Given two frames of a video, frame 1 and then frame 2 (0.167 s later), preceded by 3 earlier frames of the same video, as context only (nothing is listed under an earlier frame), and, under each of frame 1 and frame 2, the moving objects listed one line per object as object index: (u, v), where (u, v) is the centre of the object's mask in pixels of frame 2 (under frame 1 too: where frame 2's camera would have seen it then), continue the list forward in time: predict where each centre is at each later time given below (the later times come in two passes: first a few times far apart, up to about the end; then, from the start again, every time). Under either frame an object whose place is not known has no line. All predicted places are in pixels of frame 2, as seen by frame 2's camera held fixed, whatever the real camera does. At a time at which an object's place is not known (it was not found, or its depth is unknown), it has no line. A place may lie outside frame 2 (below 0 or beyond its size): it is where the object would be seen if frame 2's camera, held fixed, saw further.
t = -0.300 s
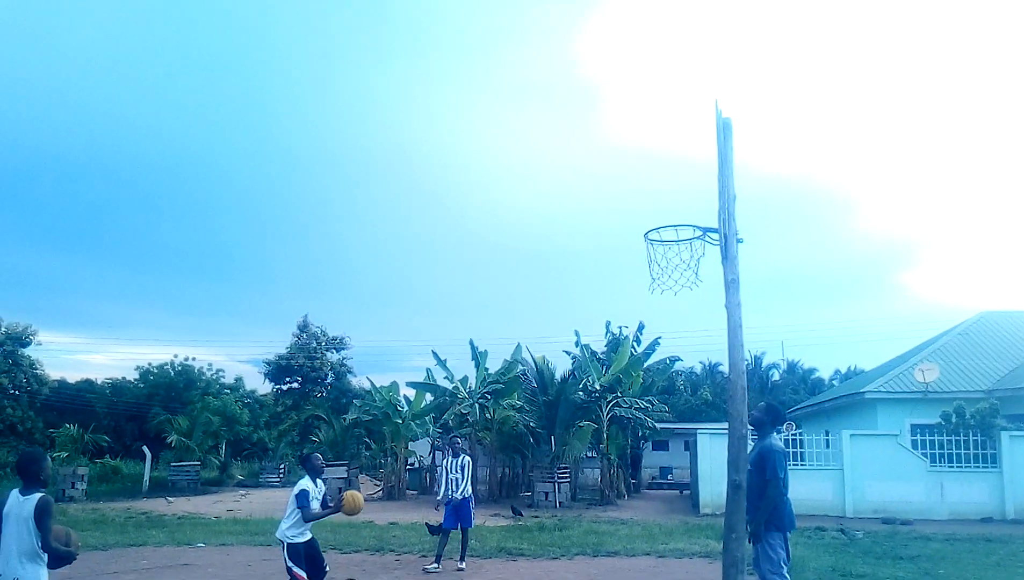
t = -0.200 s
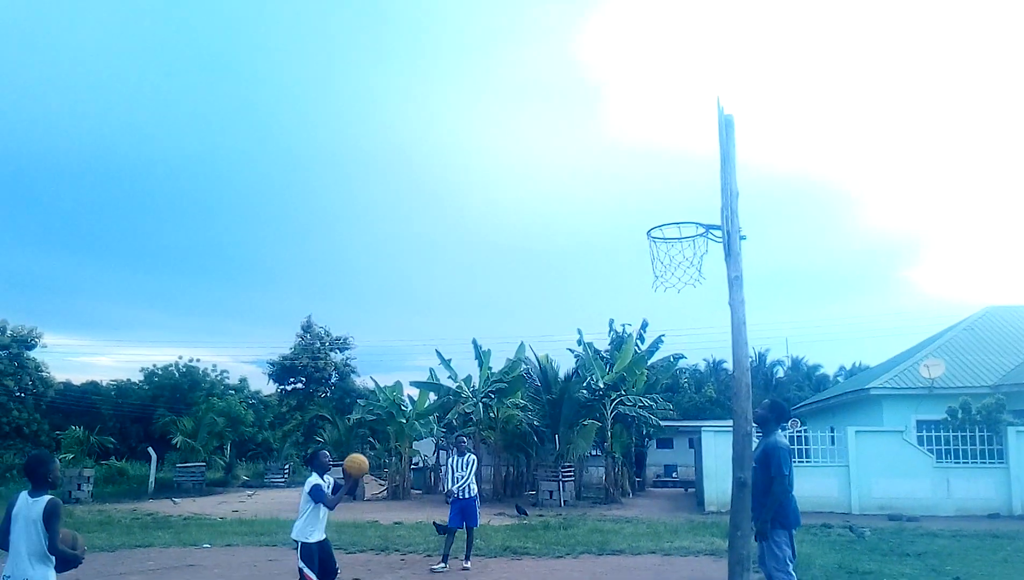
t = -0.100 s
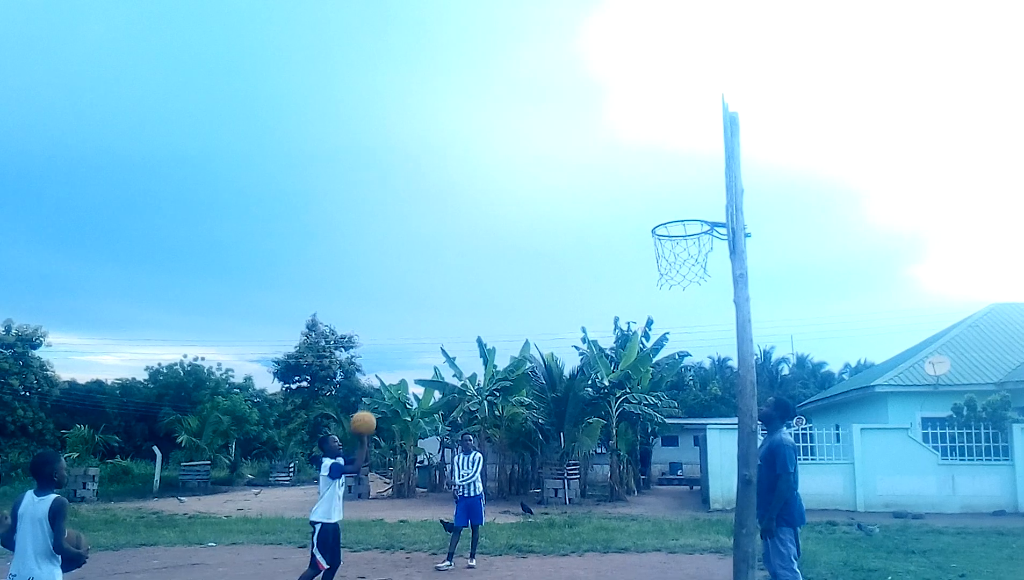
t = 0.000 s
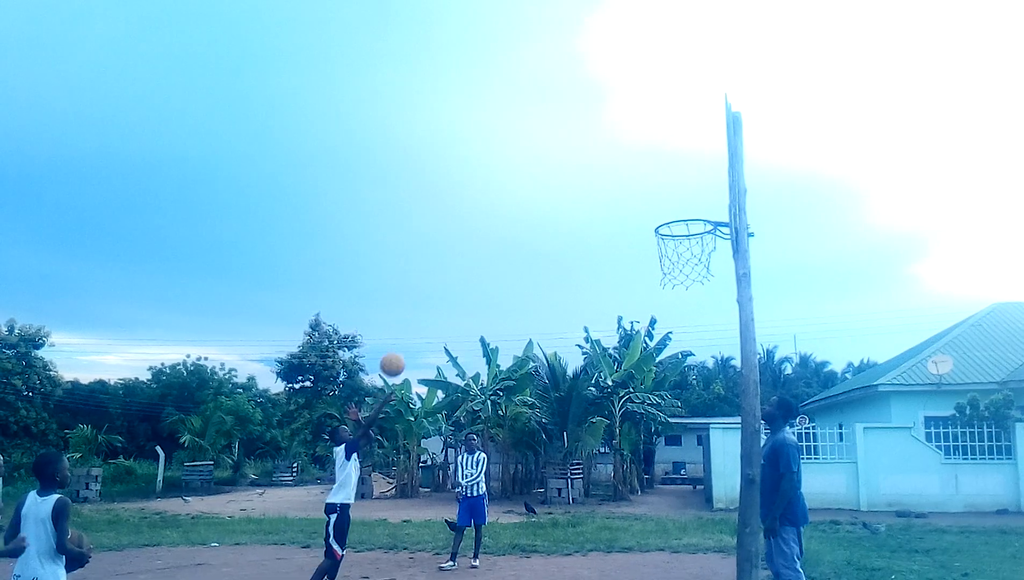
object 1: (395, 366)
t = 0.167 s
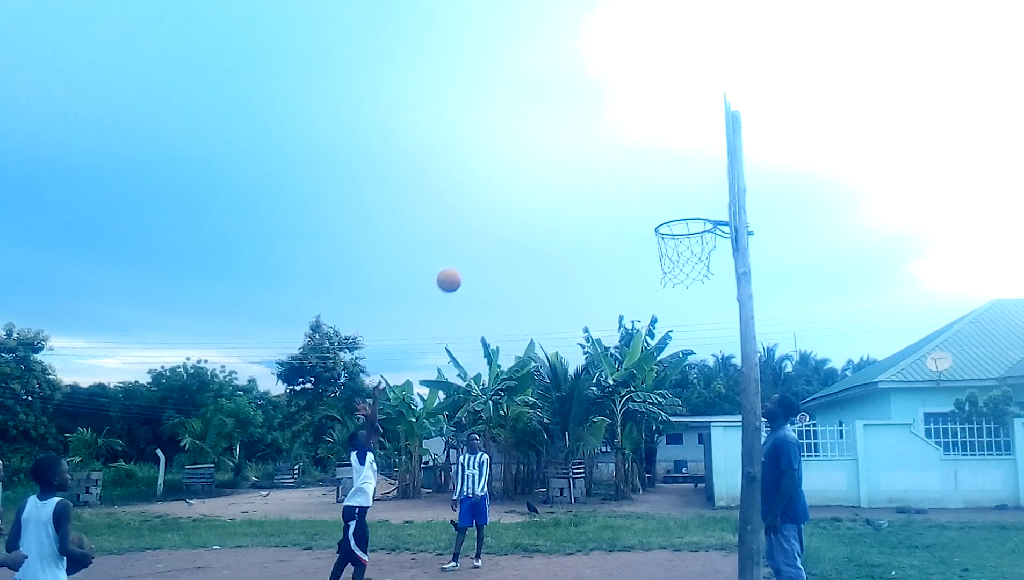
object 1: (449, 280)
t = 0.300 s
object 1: (493, 234)
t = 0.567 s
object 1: (586, 193)
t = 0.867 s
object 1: (691, 228)
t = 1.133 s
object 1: (696, 273)
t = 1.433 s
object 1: (672, 401)
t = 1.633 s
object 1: (660, 567)
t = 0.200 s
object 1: (459, 267)
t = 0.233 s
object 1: (470, 255)
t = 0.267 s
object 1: (482, 244)
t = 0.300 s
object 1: (493, 234)
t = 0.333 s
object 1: (504, 225)
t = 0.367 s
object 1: (515, 217)
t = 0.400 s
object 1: (527, 211)
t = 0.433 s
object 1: (539, 206)
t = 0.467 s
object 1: (552, 202)
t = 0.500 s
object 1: (563, 198)
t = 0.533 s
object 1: (575, 195)
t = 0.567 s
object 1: (586, 193)
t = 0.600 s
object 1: (598, 193)
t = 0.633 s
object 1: (610, 194)
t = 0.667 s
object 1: (622, 197)
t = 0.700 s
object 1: (634, 202)
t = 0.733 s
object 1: (646, 208)
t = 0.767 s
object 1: (659, 214)
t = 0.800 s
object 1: (671, 222)
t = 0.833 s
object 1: (681, 224)
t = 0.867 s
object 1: (691, 228)
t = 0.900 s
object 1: (698, 232)
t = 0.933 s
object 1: (699, 237)
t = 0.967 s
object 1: (702, 243)
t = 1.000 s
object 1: (704, 250)
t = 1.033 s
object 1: (704, 256)
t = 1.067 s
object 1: (701, 260)
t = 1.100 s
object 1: (698, 266)
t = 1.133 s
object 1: (696, 273)
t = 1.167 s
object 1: (693, 281)
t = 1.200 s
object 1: (691, 290)
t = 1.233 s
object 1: (688, 302)
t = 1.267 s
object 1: (685, 315)
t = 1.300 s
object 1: (682, 329)
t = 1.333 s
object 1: (679, 345)
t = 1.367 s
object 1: (676, 362)
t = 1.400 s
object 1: (674, 380)
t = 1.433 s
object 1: (672, 401)
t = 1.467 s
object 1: (670, 424)
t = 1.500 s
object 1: (667, 448)
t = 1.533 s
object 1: (665, 476)
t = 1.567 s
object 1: (663, 504)
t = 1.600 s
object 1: (662, 534)
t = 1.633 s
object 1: (660, 567)
